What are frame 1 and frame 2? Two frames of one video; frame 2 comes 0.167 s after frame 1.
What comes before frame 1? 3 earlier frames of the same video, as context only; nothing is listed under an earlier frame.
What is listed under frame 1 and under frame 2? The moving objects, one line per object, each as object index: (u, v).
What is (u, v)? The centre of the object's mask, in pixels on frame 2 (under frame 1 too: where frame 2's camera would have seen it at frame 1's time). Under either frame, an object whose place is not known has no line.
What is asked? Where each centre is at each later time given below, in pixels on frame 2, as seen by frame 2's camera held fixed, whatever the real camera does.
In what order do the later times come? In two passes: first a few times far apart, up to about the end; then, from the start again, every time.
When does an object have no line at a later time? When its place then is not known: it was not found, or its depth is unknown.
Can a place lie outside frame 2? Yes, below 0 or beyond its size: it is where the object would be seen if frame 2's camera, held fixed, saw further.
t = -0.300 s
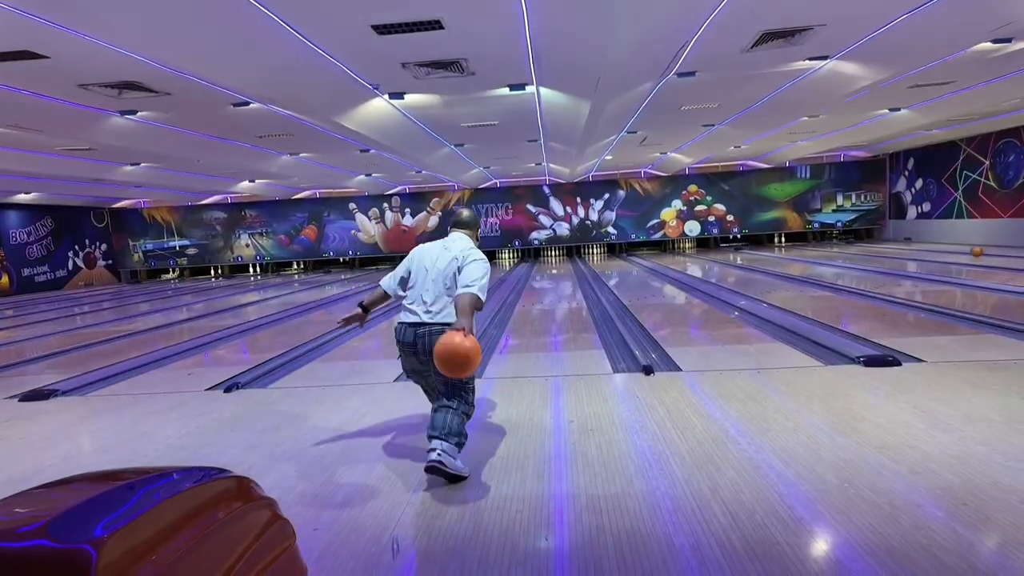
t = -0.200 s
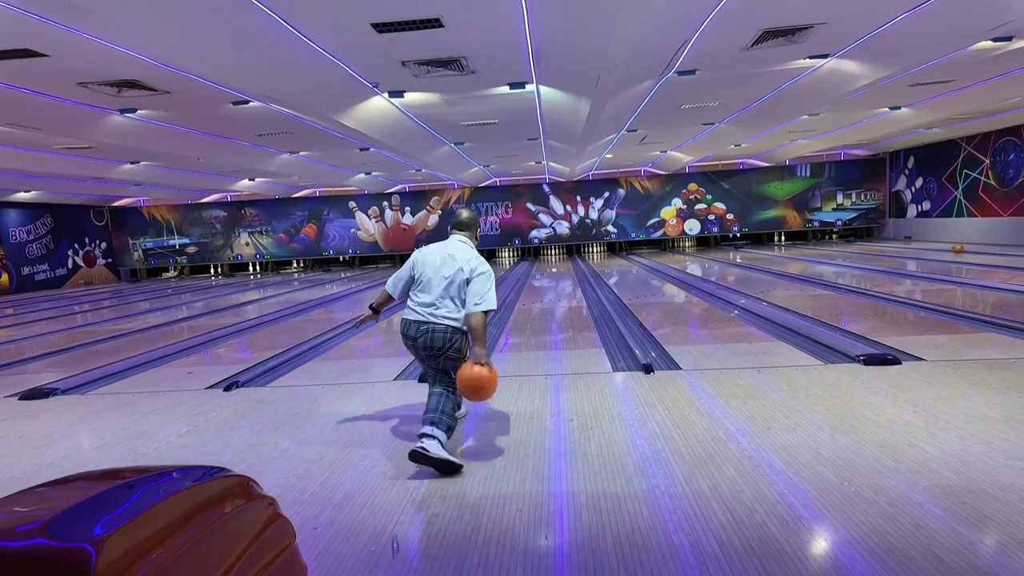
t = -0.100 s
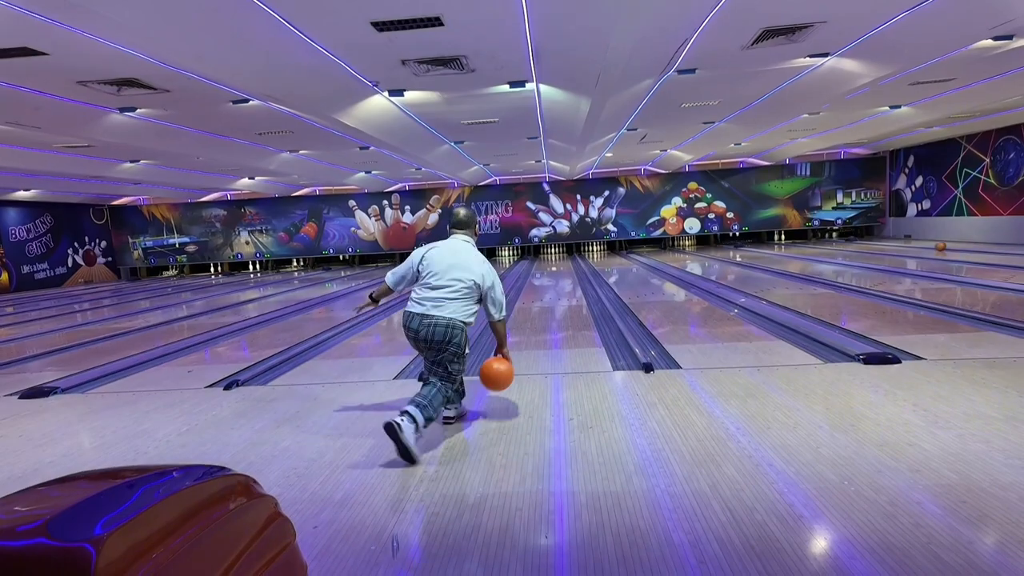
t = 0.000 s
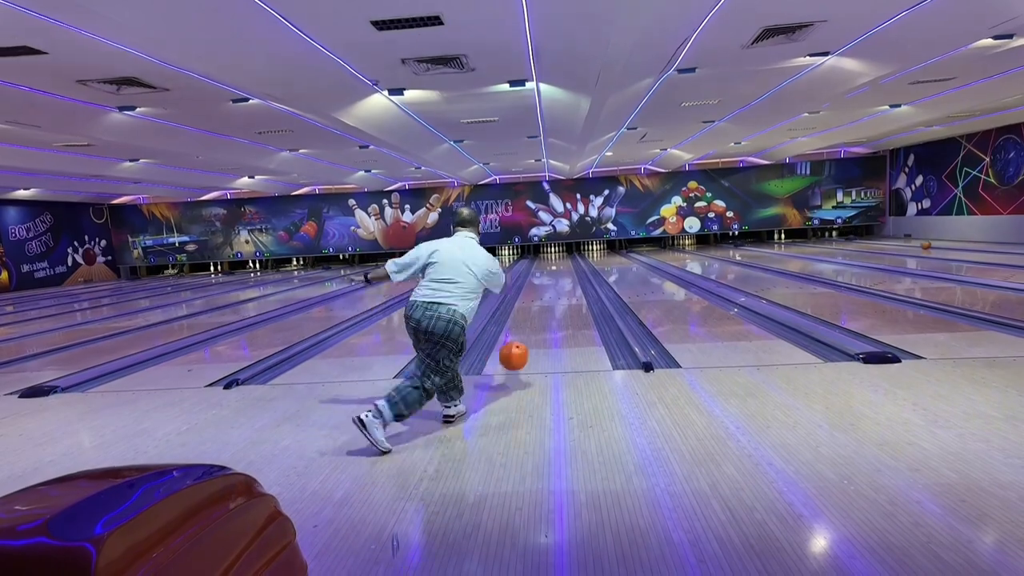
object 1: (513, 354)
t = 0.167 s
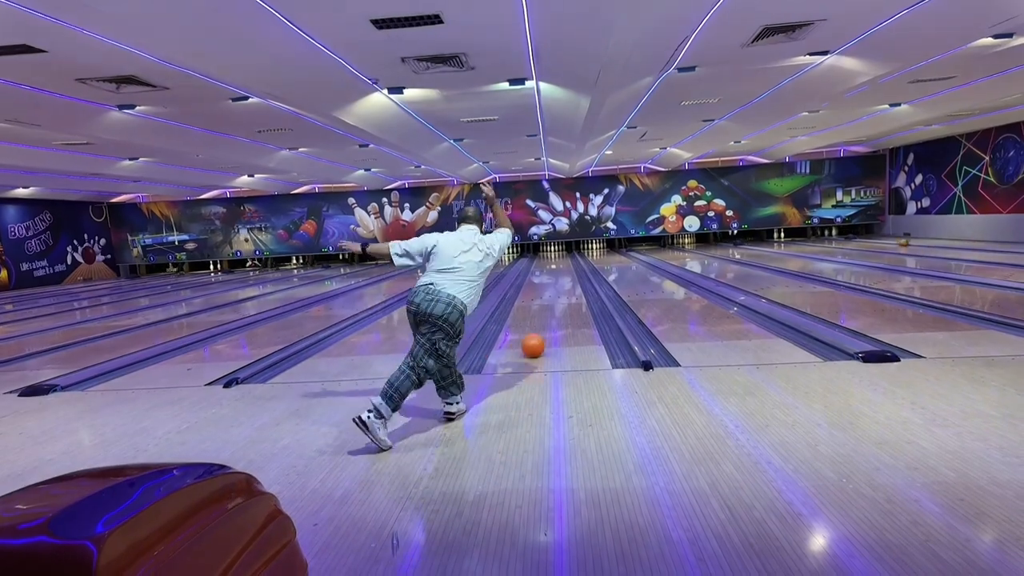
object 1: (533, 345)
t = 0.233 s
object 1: (538, 337)
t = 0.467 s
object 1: (553, 313)
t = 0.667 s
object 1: (561, 299)
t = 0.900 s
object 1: (567, 288)
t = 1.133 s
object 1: (572, 279)
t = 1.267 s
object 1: (574, 275)
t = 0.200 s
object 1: (536, 341)
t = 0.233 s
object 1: (538, 337)
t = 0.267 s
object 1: (540, 332)
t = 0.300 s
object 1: (543, 328)
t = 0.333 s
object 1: (545, 325)
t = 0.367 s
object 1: (547, 322)
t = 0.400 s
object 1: (549, 318)
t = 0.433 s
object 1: (550, 316)
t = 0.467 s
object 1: (553, 313)
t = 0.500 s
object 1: (554, 310)
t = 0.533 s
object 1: (556, 308)
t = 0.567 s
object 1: (557, 306)
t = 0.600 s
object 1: (558, 304)
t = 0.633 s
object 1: (559, 301)
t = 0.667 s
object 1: (561, 299)
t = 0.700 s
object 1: (562, 297)
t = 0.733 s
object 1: (563, 296)
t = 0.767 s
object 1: (564, 294)
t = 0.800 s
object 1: (565, 292)
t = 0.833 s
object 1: (565, 290)
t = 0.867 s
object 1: (567, 289)
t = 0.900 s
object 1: (567, 288)
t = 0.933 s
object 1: (568, 287)
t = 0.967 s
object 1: (569, 285)
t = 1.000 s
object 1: (570, 284)
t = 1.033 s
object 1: (571, 282)
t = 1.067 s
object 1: (571, 281)
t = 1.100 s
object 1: (572, 280)
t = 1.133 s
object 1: (572, 279)
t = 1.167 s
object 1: (572, 278)
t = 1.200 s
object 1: (573, 277)
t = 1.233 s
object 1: (574, 276)
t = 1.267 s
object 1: (574, 275)
